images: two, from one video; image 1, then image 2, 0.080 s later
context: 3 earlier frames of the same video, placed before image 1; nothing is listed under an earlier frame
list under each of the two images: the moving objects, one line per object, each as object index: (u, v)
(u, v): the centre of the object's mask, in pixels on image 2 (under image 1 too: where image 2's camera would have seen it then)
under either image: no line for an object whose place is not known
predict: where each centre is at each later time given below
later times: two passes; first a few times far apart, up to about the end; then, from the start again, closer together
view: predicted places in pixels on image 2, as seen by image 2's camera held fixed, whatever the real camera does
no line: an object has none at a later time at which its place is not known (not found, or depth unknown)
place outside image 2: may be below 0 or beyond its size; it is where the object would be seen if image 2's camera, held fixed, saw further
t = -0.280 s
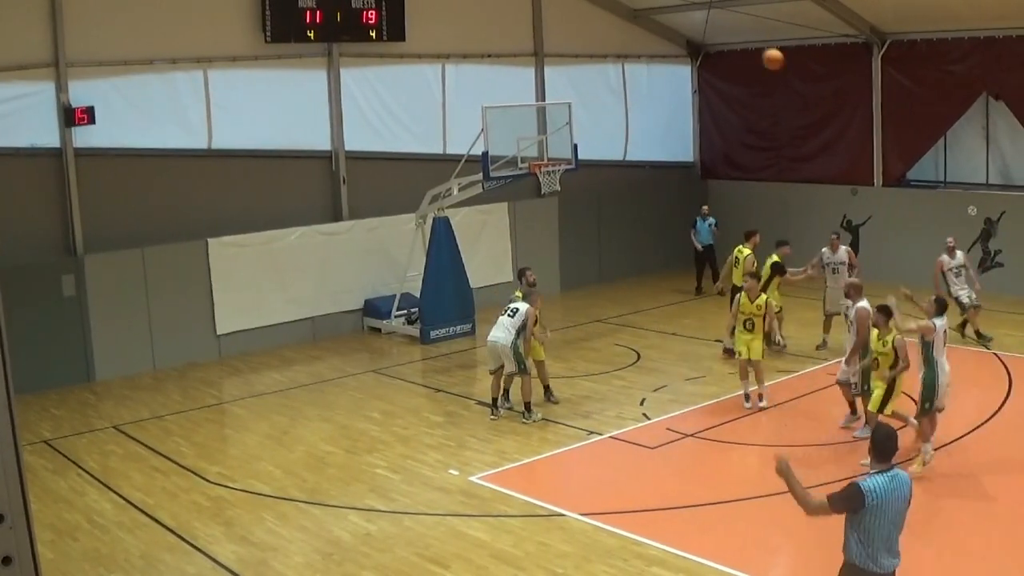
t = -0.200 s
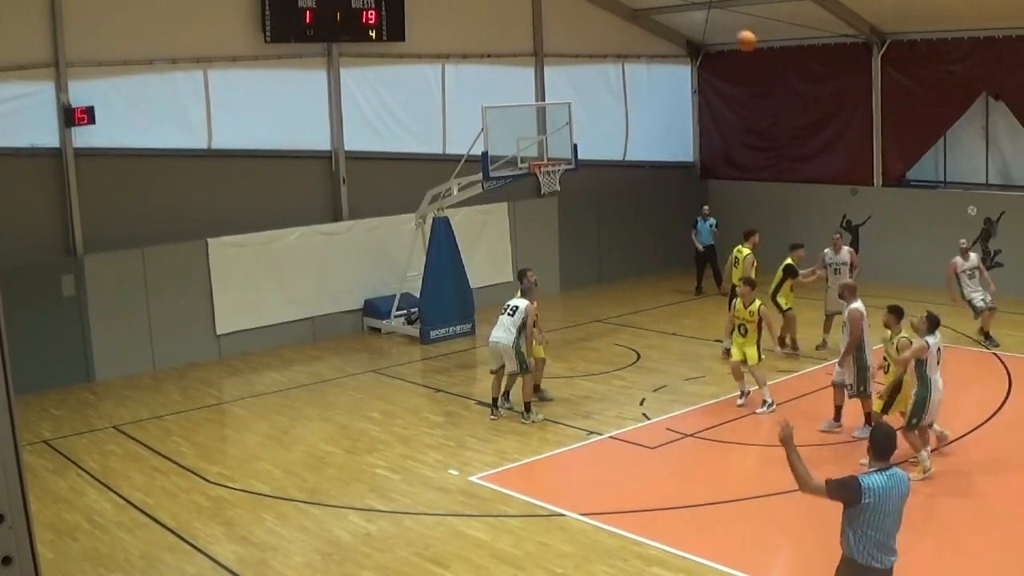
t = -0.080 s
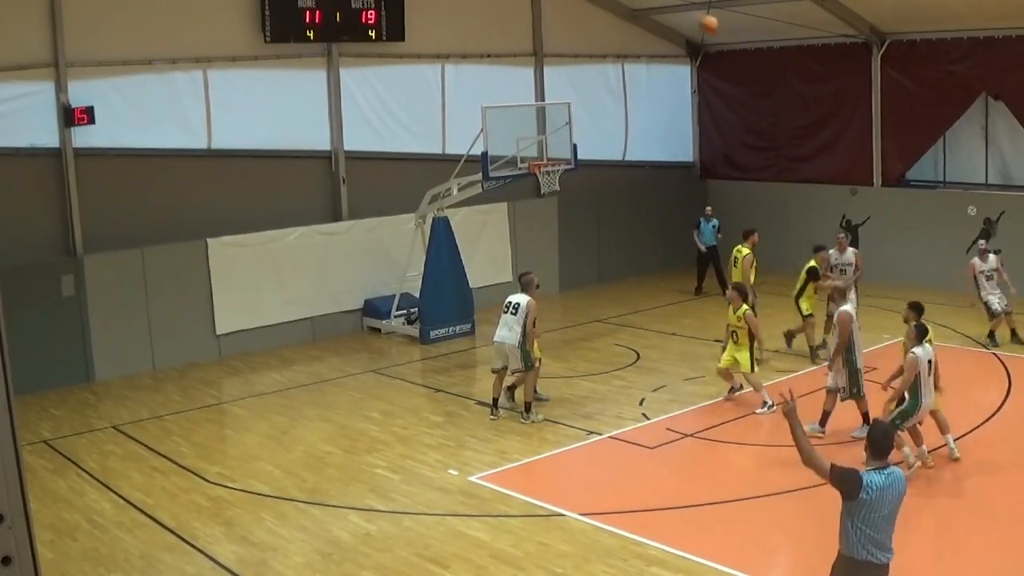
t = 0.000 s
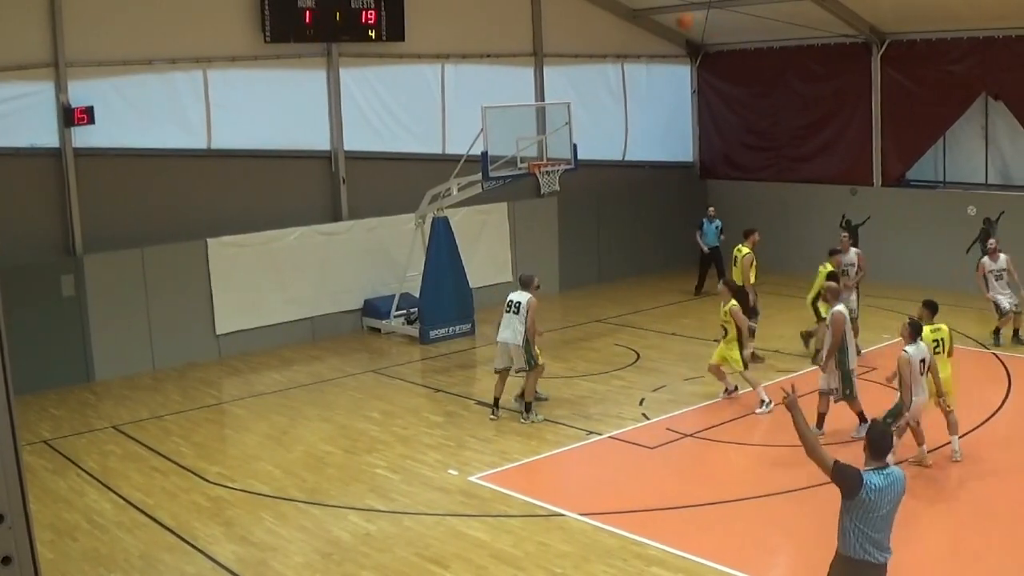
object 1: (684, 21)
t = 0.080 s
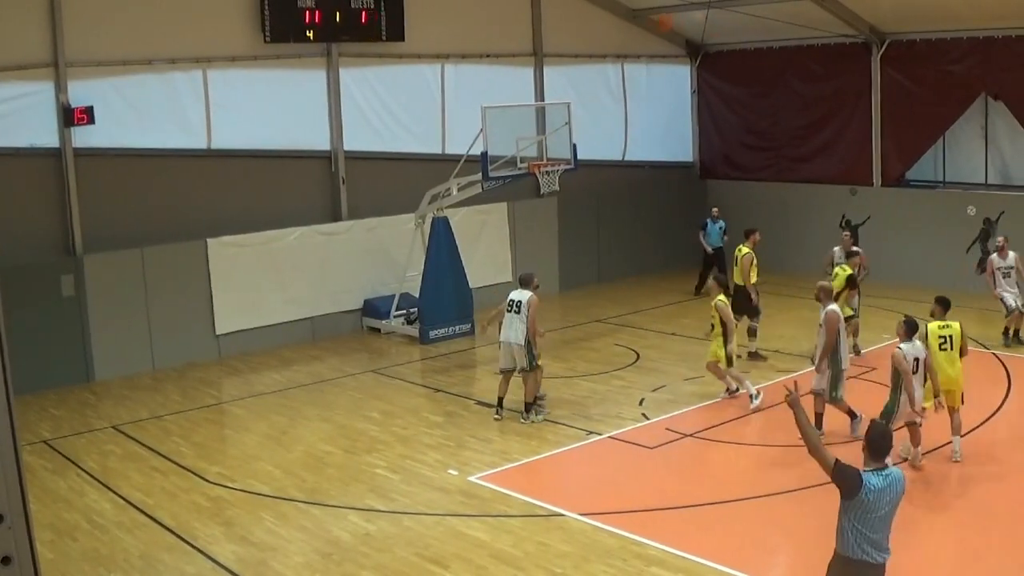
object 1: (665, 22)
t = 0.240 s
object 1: (623, 38)
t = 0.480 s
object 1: (572, 90)
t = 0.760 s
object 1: (561, 152)
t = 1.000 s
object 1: (589, 155)
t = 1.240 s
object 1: (622, 204)
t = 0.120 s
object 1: (653, 24)
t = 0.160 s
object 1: (643, 27)
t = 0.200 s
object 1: (632, 32)
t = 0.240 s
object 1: (623, 38)
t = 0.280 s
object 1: (614, 44)
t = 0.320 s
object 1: (606, 51)
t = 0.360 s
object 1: (597, 59)
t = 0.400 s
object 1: (588, 69)
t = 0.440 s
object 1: (580, 79)
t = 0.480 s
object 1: (572, 90)
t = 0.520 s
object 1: (564, 102)
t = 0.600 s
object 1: (549, 128)
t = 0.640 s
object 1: (543, 141)
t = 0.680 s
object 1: (552, 152)
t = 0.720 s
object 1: (557, 154)
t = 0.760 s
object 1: (561, 152)
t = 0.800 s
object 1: (566, 149)
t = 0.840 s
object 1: (570, 148)
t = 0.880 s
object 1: (574, 148)
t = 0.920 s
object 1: (579, 149)
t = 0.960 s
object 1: (584, 152)
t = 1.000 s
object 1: (589, 155)
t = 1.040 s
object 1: (595, 161)
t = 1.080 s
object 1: (600, 167)
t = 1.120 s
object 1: (606, 173)
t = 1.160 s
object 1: (611, 182)
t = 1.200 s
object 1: (617, 192)
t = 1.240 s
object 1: (622, 204)
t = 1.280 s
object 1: (628, 217)
